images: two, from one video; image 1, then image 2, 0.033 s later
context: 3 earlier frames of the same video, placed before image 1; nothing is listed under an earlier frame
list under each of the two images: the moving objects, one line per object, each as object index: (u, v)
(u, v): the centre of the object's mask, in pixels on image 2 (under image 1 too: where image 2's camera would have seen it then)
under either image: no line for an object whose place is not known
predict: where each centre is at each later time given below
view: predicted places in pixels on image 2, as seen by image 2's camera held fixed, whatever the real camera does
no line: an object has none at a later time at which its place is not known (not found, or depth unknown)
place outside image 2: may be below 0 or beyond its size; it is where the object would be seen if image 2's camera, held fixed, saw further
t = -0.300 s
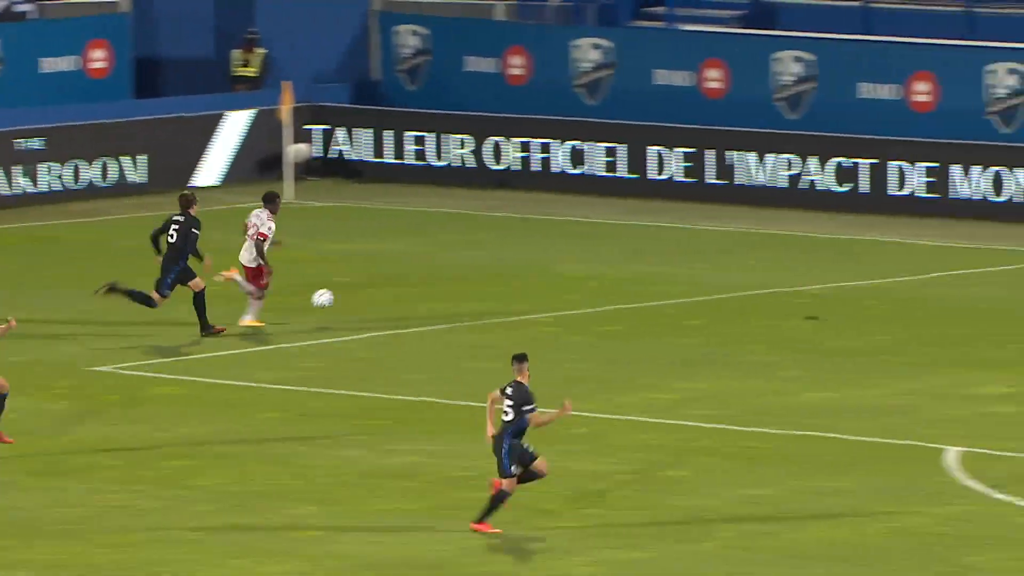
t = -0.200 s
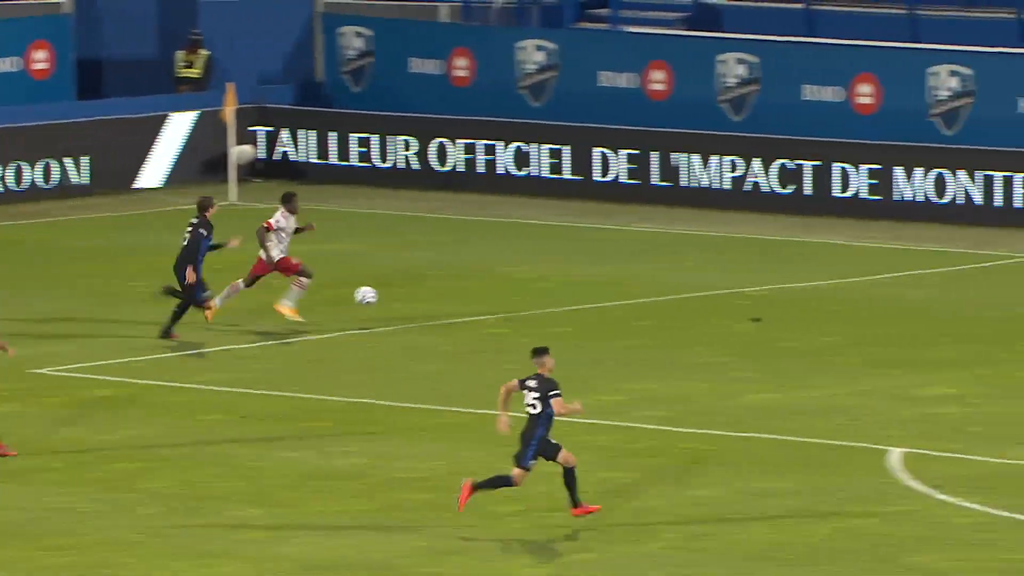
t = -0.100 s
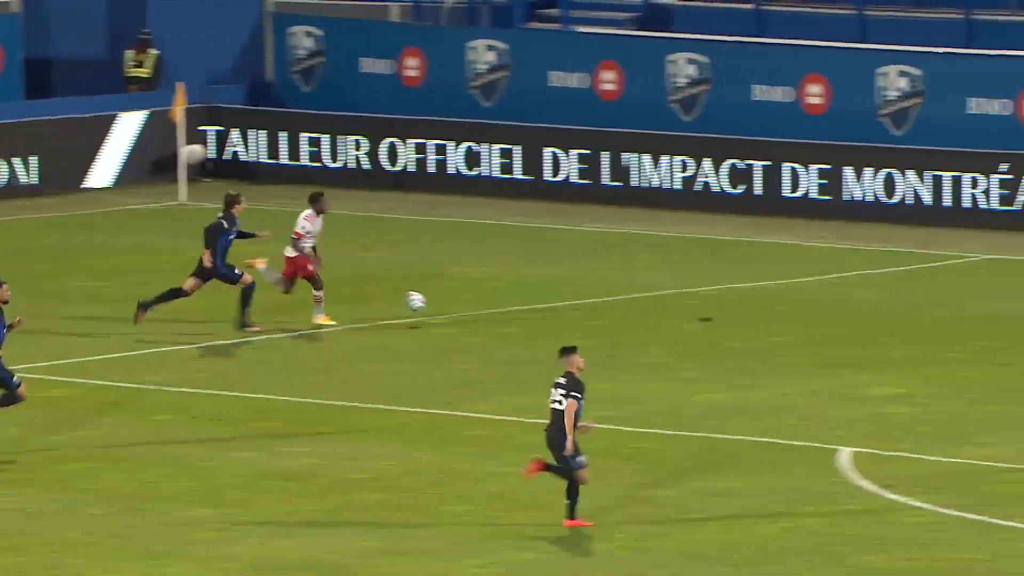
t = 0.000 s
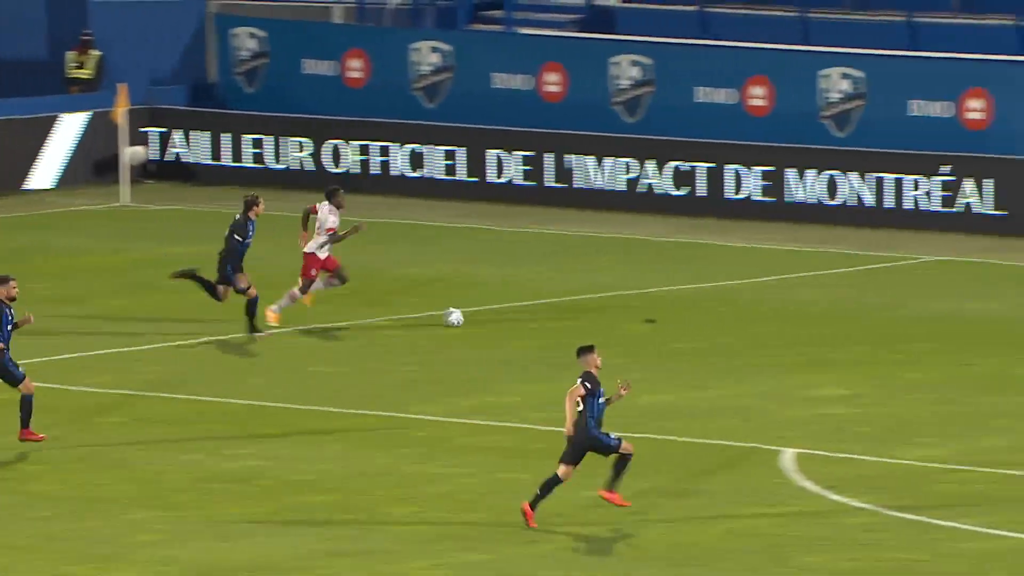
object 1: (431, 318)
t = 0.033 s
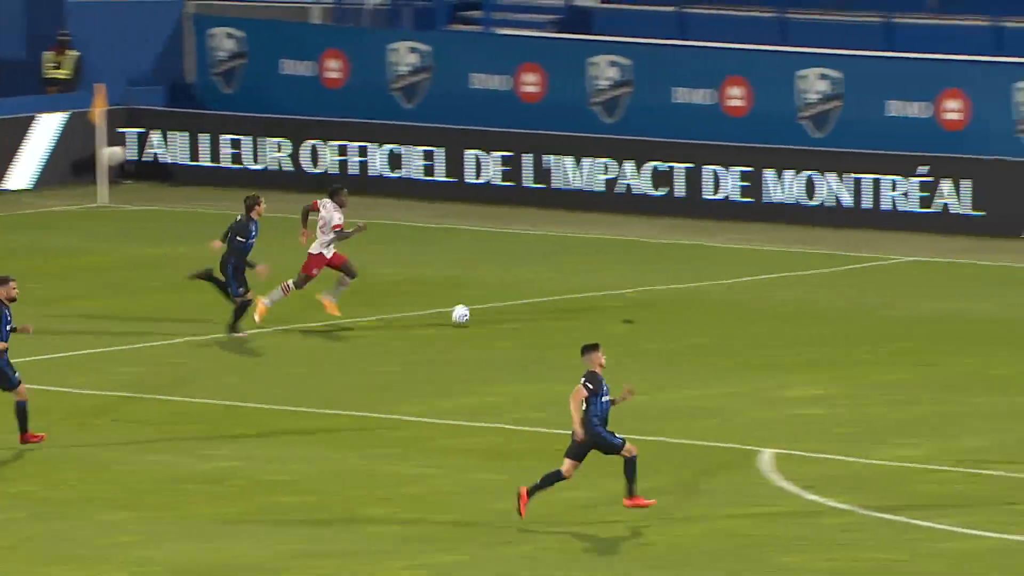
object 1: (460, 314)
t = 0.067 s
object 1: (487, 310)
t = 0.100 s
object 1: (515, 306)
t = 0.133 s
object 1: (543, 304)
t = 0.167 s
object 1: (570, 303)
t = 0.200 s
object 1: (597, 302)
